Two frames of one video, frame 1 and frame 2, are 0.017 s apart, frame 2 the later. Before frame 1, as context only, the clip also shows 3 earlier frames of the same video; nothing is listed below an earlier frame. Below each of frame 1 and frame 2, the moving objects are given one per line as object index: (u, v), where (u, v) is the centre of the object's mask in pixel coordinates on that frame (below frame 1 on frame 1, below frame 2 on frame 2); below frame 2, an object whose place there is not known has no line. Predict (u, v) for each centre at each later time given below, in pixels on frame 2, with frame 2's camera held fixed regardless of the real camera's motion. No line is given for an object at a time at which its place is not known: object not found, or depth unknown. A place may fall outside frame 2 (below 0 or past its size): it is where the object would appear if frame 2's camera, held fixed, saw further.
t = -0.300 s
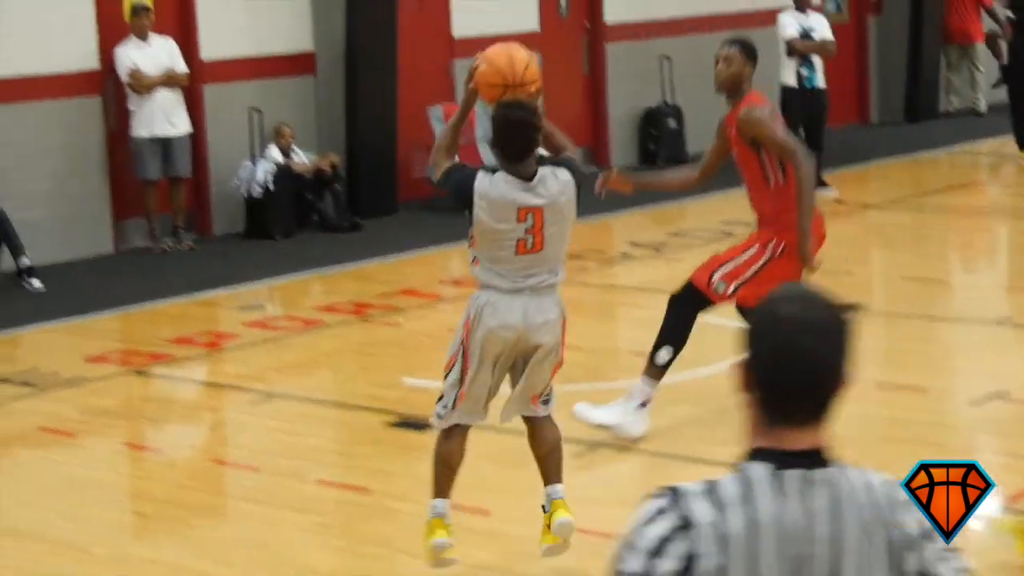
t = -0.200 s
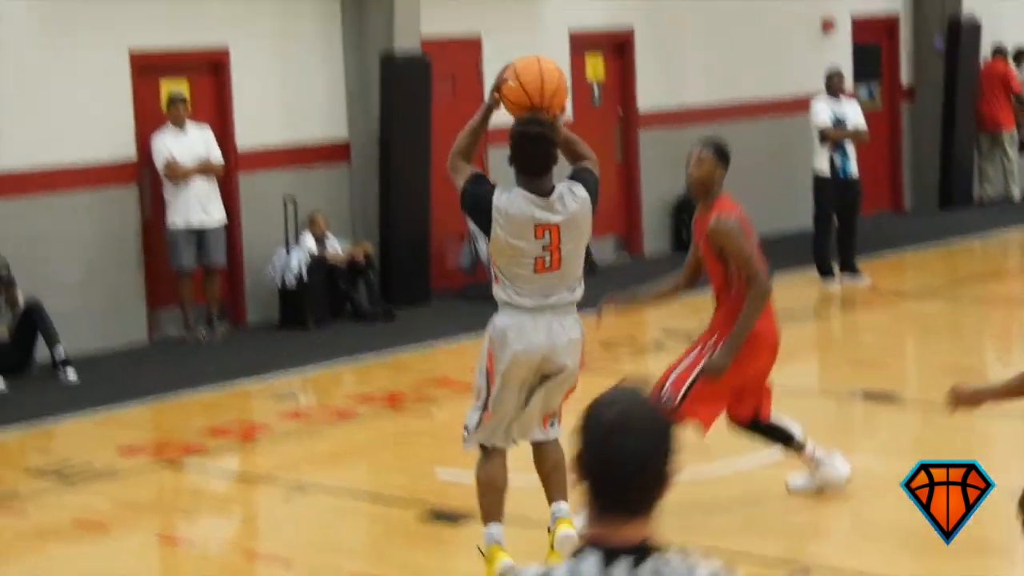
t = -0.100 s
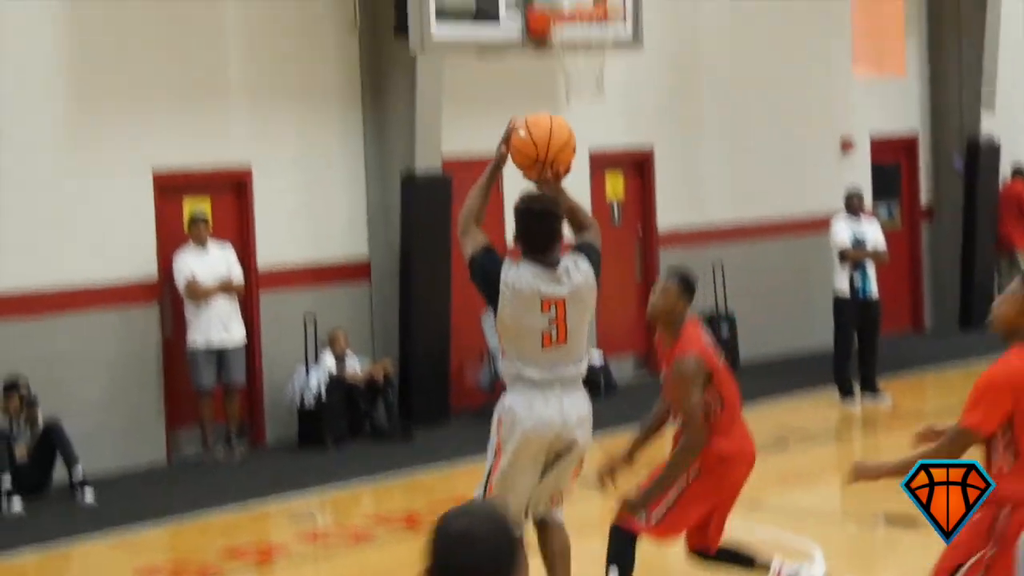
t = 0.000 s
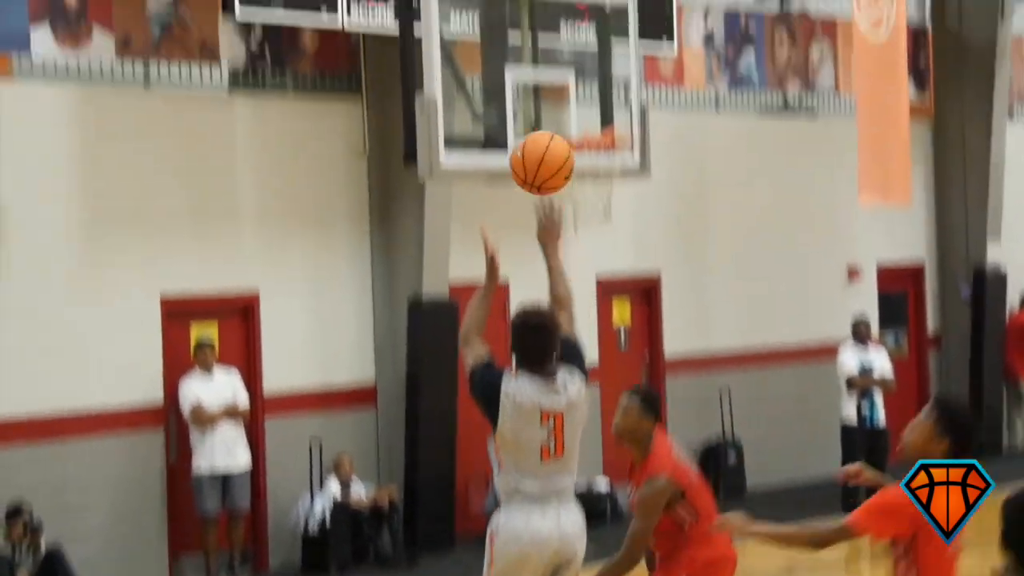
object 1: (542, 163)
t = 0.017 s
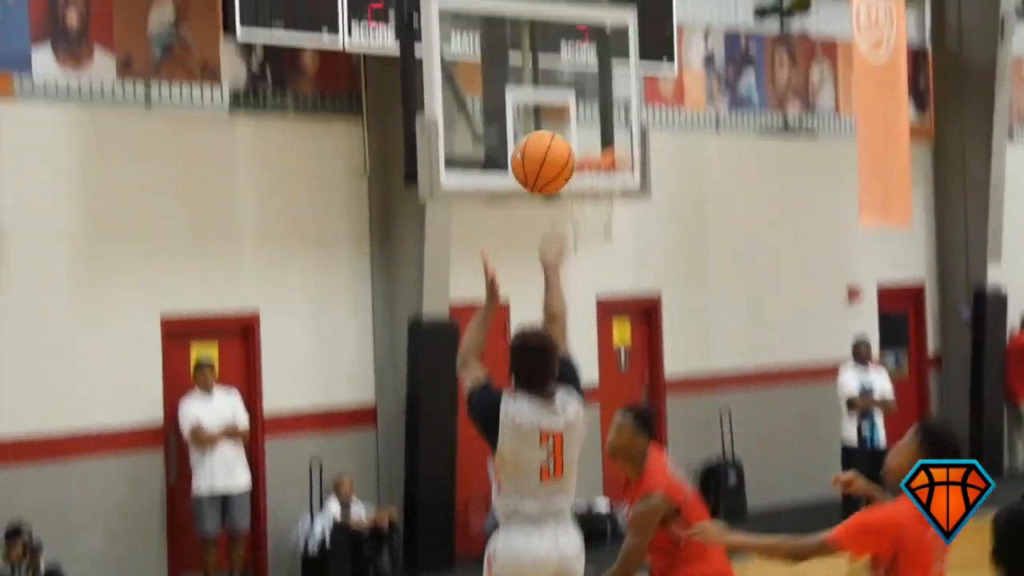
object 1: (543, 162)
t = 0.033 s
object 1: (543, 141)
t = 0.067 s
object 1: (545, 103)
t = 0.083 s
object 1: (545, 86)
